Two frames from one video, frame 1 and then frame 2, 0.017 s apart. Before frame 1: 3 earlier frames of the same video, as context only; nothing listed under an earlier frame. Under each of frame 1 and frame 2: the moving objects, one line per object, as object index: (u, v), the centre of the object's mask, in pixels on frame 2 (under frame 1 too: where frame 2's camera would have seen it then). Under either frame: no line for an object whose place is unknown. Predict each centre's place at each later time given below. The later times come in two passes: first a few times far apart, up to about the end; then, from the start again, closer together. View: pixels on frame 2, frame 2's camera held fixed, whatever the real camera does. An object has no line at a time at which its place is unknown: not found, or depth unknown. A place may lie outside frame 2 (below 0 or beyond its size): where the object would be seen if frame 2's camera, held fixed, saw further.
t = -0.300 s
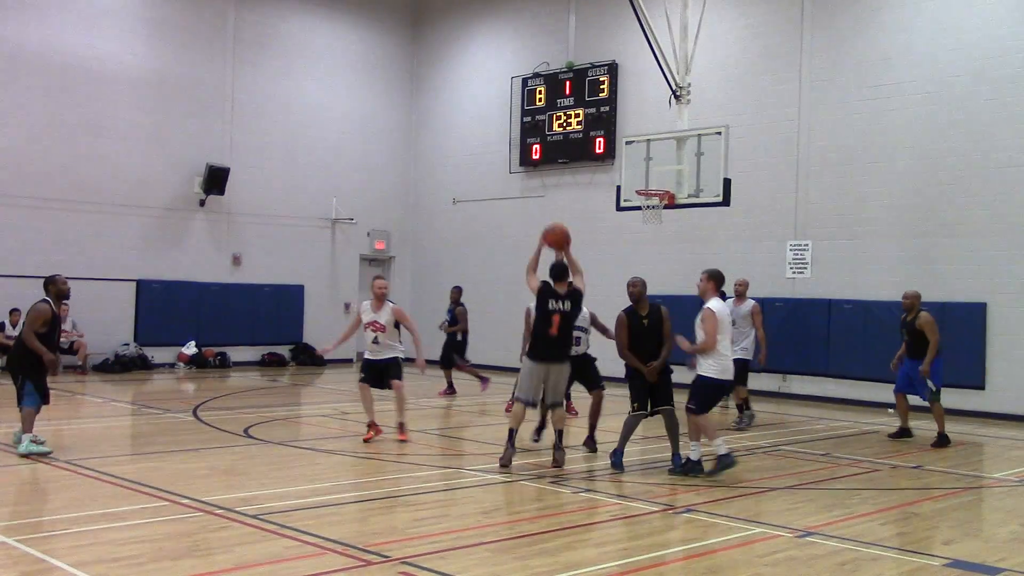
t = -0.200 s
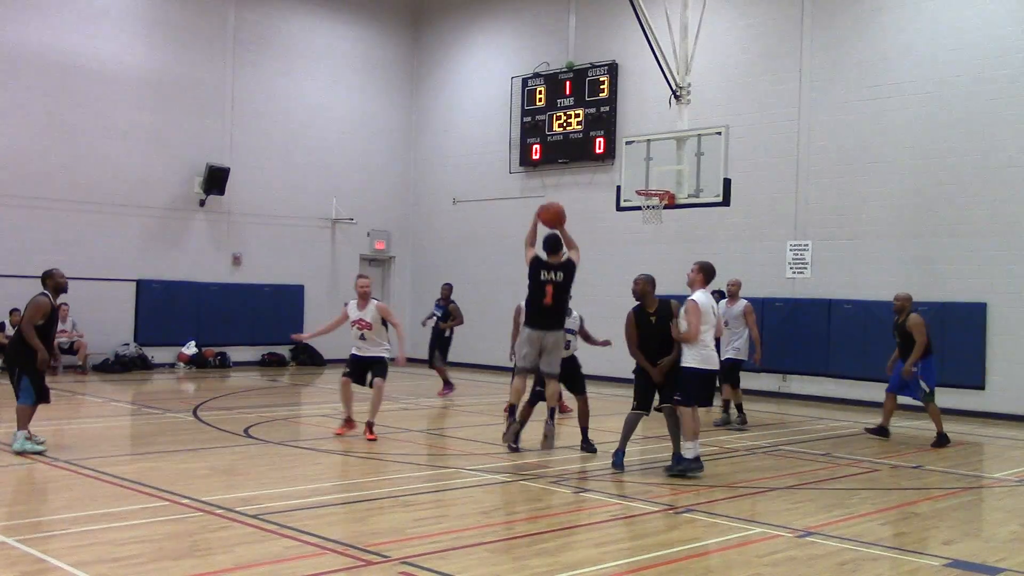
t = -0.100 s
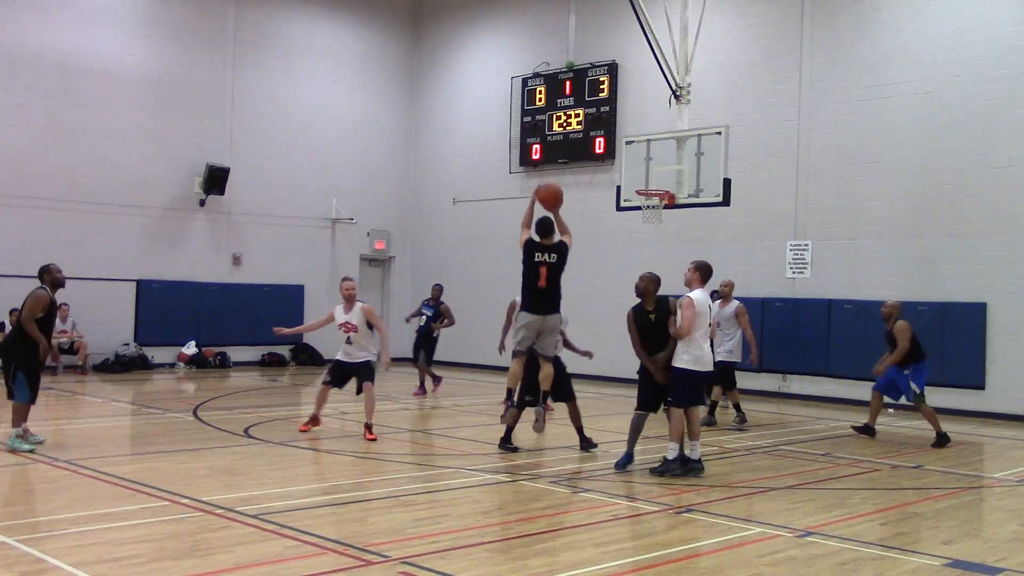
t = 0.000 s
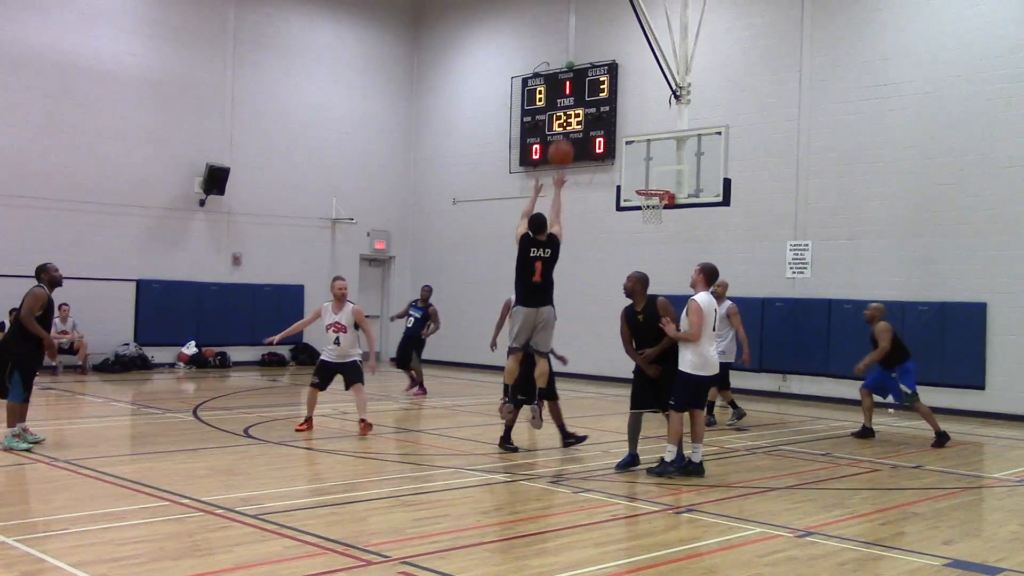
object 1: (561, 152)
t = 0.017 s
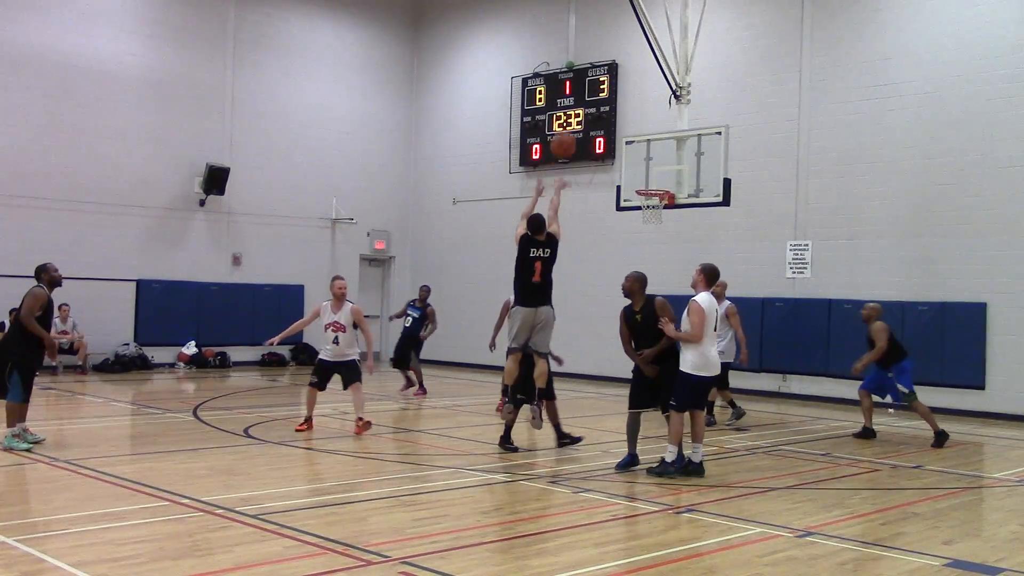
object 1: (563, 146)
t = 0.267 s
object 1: (597, 58)
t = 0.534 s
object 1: (625, 40)
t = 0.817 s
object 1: (647, 83)
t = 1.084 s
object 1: (663, 166)
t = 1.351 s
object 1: (619, 154)
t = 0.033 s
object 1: (565, 139)
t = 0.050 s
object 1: (569, 131)
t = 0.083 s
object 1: (574, 112)
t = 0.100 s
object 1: (575, 105)
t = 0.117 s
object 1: (578, 99)
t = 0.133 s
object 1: (581, 93)
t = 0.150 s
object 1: (582, 89)
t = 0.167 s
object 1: (585, 83)
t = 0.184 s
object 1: (587, 78)
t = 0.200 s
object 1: (589, 73)
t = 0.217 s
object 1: (591, 69)
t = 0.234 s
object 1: (593, 65)
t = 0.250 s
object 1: (595, 61)
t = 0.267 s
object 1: (597, 58)
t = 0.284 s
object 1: (599, 55)
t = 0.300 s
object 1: (601, 52)
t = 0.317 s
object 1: (603, 49)
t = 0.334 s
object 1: (605, 47)
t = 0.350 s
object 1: (607, 45)
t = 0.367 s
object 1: (609, 43)
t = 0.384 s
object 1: (610, 42)
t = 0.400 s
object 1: (612, 41)
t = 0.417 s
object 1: (614, 40)
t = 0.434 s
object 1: (615, 39)
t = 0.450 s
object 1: (617, 39)
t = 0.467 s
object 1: (619, 39)
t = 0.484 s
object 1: (620, 38)
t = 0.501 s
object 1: (622, 39)
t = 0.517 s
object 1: (623, 39)
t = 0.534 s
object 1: (625, 40)
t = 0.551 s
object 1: (626, 41)
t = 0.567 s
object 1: (628, 42)
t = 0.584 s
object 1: (629, 44)
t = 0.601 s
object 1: (631, 45)
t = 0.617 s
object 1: (632, 47)
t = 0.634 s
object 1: (634, 49)
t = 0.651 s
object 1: (635, 51)
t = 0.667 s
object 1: (636, 53)
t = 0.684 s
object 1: (637, 56)
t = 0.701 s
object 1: (639, 59)
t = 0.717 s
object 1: (640, 61)
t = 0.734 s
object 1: (641, 65)
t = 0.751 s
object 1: (643, 68)
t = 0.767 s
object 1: (644, 71)
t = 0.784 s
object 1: (645, 75)
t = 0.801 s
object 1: (646, 79)
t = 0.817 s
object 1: (647, 83)
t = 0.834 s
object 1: (649, 87)
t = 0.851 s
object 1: (650, 91)
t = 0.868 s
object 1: (651, 96)
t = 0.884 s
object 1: (652, 100)
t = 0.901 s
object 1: (653, 105)
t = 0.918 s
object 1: (654, 110)
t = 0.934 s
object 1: (655, 115)
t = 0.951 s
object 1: (656, 120)
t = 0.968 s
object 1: (657, 125)
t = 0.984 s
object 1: (658, 131)
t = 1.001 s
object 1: (659, 136)
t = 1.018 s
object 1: (660, 142)
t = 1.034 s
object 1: (661, 148)
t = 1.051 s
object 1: (662, 154)
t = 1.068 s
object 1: (663, 160)
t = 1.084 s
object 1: (663, 166)
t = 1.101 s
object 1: (664, 172)
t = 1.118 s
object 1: (665, 178)
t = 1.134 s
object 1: (664, 184)
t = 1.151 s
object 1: (661, 182)
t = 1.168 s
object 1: (658, 179)
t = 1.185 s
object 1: (654, 176)
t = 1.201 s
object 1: (650, 173)
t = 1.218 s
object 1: (647, 170)
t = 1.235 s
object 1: (643, 168)
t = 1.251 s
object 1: (640, 165)
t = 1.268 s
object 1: (636, 163)
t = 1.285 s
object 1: (633, 161)
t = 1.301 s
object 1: (630, 159)
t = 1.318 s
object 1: (626, 157)
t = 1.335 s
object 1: (623, 156)
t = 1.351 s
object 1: (619, 154)
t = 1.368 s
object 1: (615, 153)
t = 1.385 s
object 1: (613, 152)
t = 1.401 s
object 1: (609, 152)
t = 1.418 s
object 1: (606, 152)
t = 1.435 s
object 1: (601, 152)
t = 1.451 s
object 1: (597, 151)
